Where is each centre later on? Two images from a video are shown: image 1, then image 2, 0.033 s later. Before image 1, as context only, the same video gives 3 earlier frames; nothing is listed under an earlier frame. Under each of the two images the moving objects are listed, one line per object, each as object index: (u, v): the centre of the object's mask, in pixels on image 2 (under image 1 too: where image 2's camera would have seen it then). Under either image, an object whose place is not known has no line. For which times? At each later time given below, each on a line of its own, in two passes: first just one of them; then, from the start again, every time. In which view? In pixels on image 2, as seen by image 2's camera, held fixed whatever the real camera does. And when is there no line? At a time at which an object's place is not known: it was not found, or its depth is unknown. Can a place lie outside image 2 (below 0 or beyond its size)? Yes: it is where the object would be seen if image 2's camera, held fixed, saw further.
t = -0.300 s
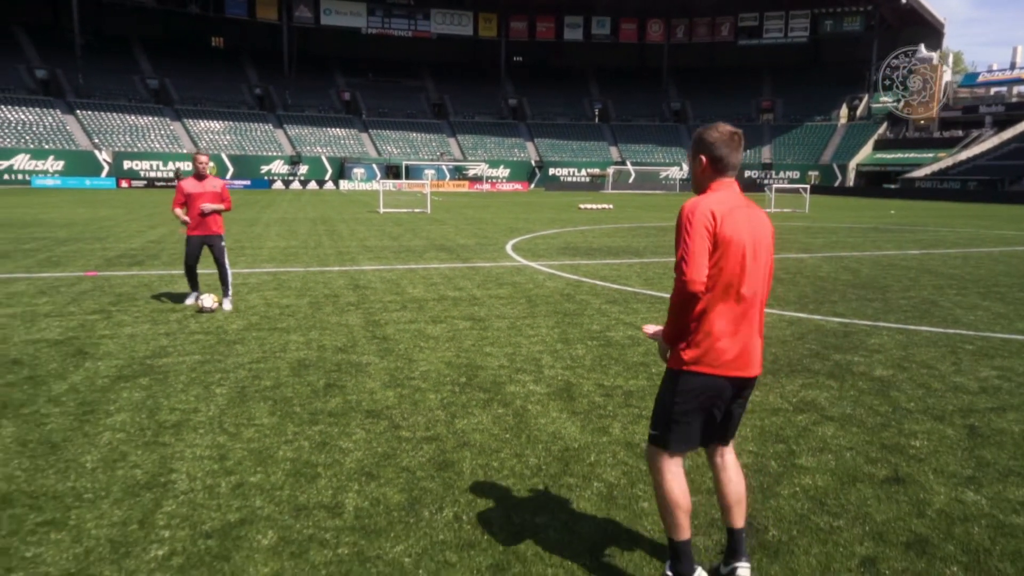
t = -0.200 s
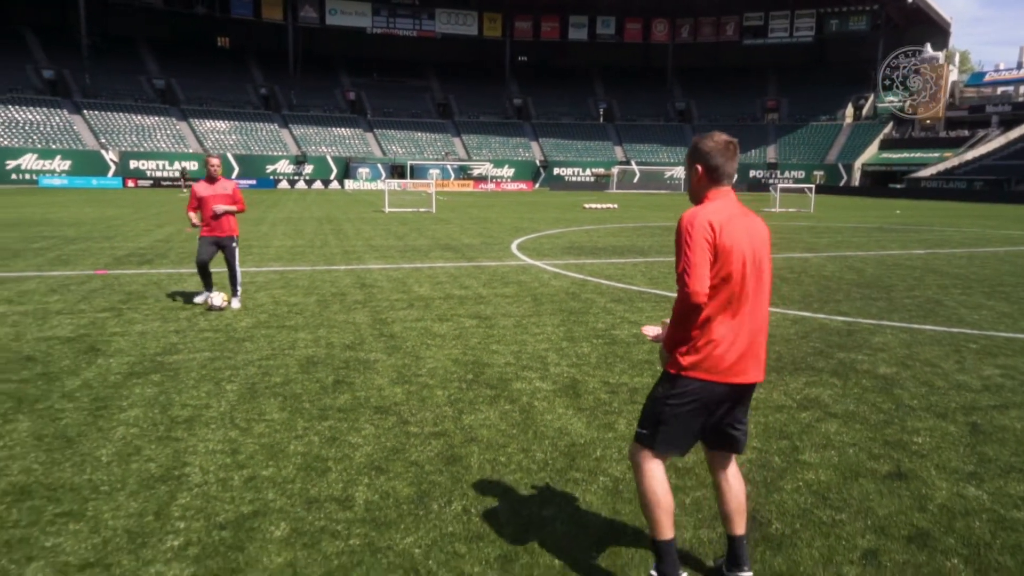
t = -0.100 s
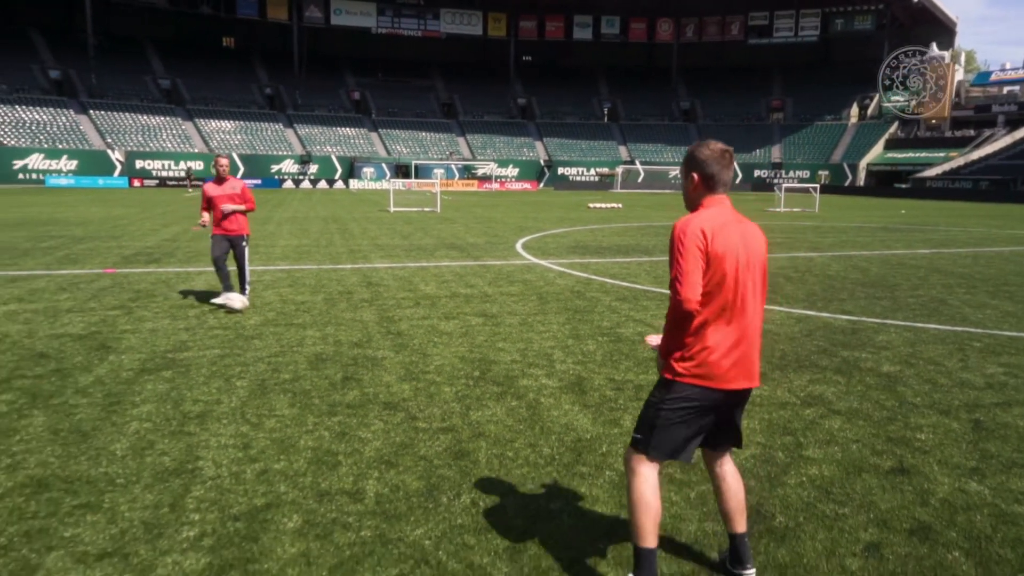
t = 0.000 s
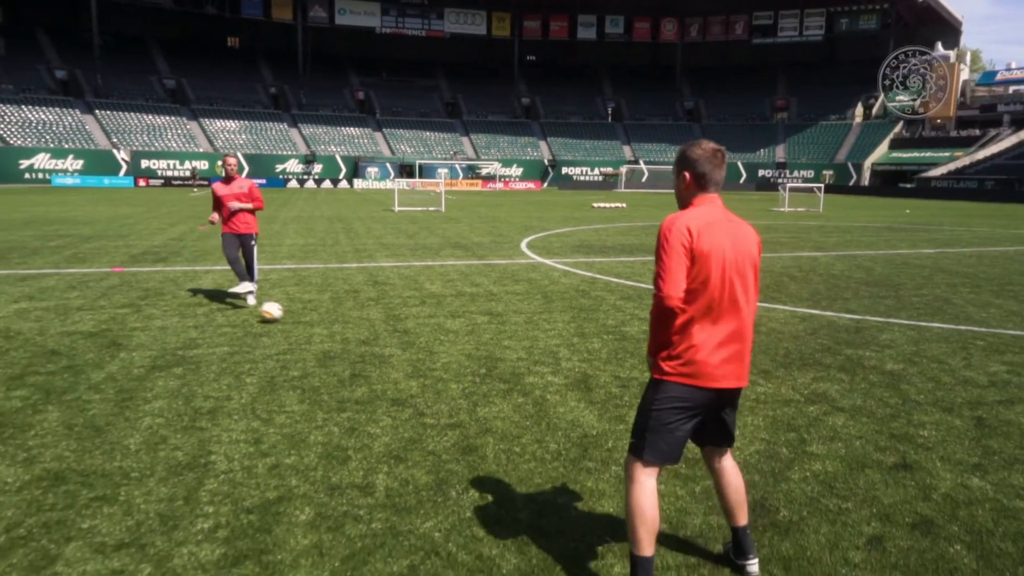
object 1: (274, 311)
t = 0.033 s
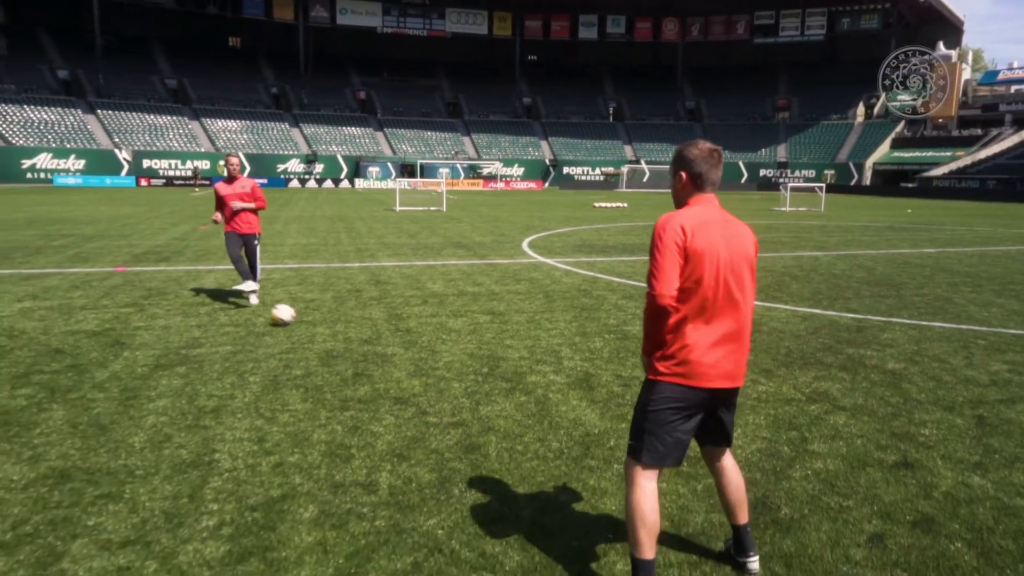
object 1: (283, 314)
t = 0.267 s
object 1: (354, 342)
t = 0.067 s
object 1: (293, 319)
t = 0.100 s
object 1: (303, 323)
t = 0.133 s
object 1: (312, 326)
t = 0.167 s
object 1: (322, 329)
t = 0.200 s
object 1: (332, 334)
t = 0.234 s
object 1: (343, 340)
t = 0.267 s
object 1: (354, 342)
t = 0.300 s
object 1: (364, 345)
